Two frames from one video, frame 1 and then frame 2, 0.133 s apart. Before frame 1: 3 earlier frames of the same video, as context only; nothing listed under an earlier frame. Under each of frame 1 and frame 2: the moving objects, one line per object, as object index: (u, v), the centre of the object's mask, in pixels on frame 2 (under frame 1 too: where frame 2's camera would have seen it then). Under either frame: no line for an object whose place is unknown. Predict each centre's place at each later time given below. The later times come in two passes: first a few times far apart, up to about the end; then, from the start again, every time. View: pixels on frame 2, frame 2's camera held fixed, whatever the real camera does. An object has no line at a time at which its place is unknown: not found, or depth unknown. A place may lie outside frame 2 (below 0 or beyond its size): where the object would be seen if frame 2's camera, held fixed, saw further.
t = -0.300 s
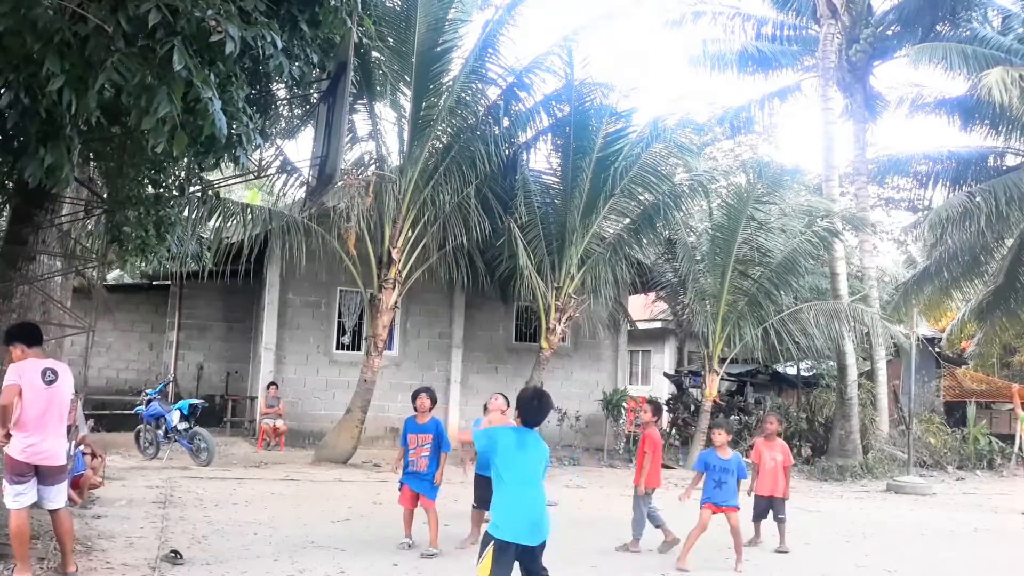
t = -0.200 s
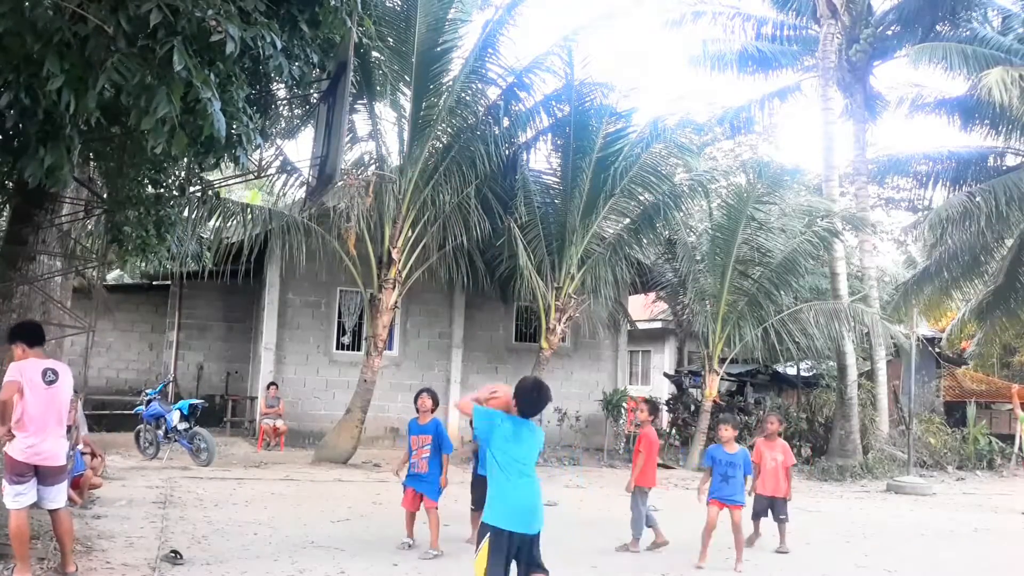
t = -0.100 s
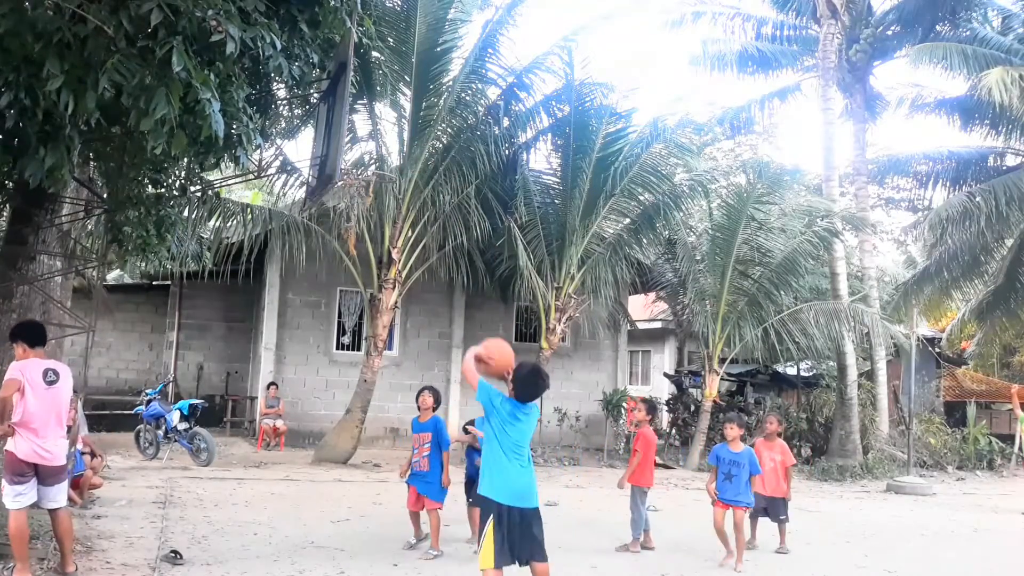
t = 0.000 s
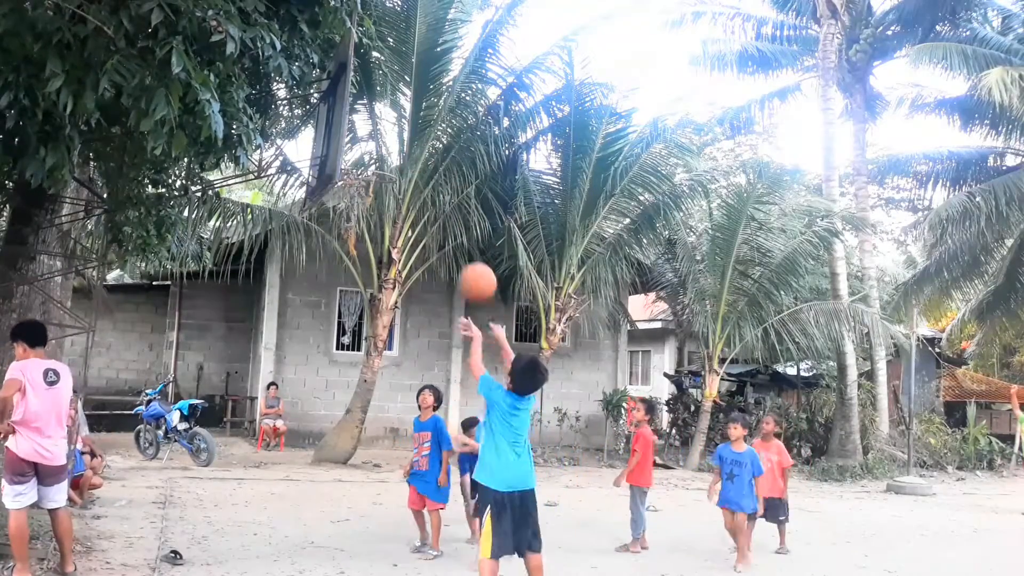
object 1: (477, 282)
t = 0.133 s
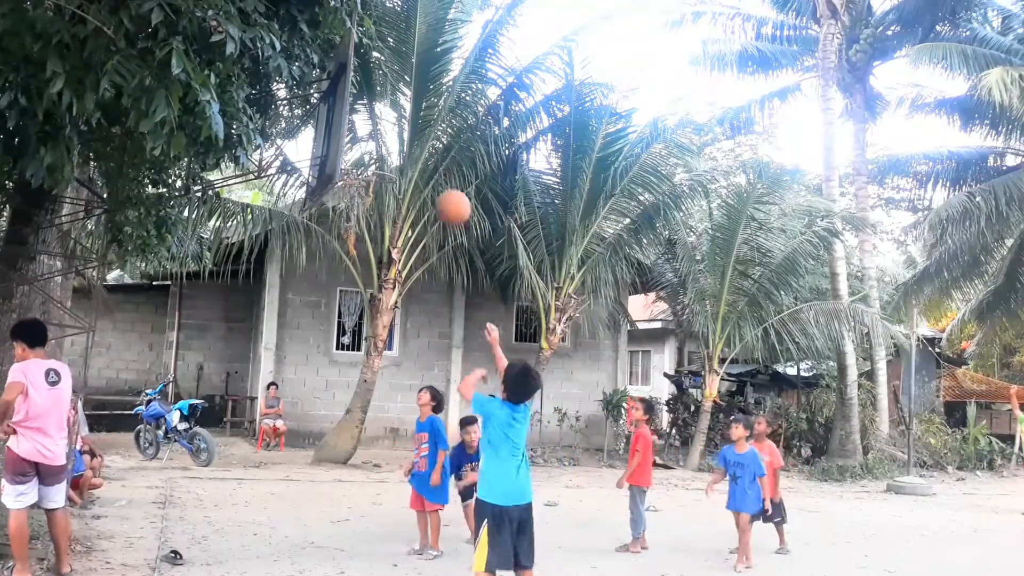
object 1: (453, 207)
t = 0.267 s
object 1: (430, 165)
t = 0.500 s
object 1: (391, 151)
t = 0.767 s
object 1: (388, 147)
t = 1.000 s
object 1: (392, 160)
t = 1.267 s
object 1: (392, 164)
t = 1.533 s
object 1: (377, 173)
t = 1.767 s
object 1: (362, 224)
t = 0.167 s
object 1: (447, 195)
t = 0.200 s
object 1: (442, 183)
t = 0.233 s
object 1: (436, 173)
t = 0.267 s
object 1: (430, 165)
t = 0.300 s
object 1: (425, 158)
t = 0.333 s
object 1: (420, 154)
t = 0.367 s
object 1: (414, 151)
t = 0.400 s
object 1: (409, 150)
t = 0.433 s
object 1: (402, 149)
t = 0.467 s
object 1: (396, 149)
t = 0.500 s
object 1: (391, 151)
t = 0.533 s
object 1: (385, 156)
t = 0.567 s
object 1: (382, 157)
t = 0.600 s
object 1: (384, 152)
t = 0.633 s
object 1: (385, 149)
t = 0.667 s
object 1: (386, 147)
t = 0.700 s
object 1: (387, 147)
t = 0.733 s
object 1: (387, 147)
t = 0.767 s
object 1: (388, 147)
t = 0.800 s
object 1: (389, 150)
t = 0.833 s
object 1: (390, 153)
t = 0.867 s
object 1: (391, 159)
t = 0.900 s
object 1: (391, 159)
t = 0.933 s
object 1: (391, 159)
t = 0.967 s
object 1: (392, 159)
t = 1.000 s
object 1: (392, 160)
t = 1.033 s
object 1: (393, 161)
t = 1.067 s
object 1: (393, 161)
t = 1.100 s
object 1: (393, 161)
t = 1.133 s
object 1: (393, 162)
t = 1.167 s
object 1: (393, 163)
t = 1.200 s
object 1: (393, 163)
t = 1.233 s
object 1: (393, 163)
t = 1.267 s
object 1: (392, 164)
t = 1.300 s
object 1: (391, 164)
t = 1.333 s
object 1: (390, 164)
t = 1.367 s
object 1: (389, 165)
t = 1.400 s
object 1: (387, 165)
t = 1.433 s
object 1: (385, 166)
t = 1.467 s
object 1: (383, 169)
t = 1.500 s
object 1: (381, 171)
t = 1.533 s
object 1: (377, 173)
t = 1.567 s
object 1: (374, 175)
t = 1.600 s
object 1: (373, 180)
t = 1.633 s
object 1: (371, 186)
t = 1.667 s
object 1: (368, 193)
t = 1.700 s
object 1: (367, 202)
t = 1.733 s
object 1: (365, 213)
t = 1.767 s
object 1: (362, 224)
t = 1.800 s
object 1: (358, 237)
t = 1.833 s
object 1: (348, 249)
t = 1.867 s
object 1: (346, 265)
